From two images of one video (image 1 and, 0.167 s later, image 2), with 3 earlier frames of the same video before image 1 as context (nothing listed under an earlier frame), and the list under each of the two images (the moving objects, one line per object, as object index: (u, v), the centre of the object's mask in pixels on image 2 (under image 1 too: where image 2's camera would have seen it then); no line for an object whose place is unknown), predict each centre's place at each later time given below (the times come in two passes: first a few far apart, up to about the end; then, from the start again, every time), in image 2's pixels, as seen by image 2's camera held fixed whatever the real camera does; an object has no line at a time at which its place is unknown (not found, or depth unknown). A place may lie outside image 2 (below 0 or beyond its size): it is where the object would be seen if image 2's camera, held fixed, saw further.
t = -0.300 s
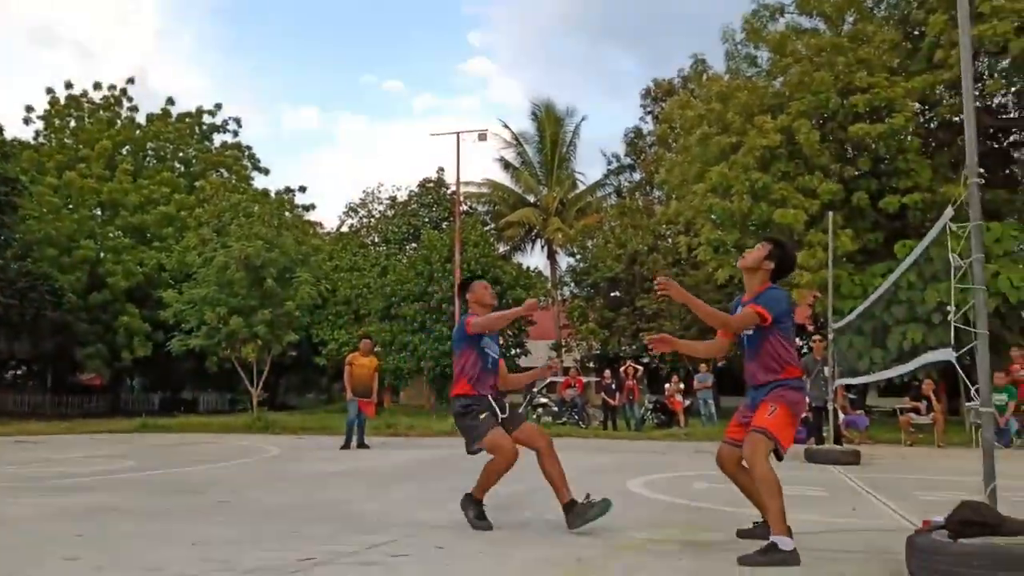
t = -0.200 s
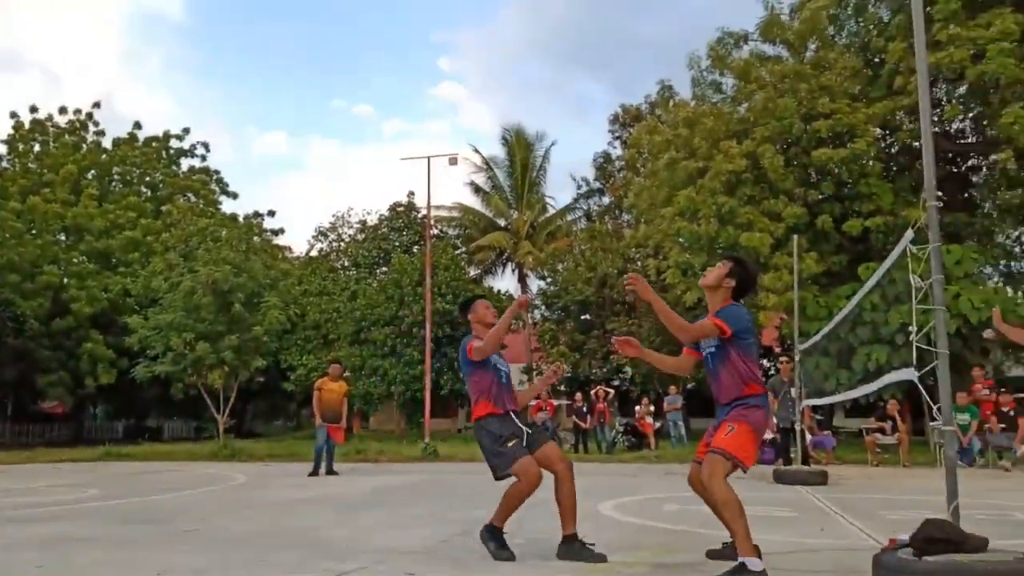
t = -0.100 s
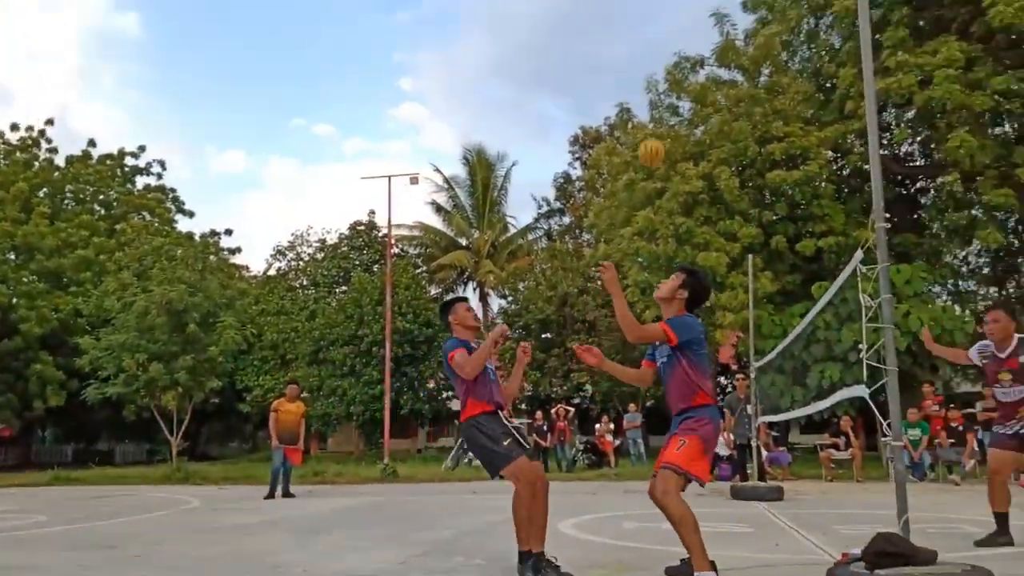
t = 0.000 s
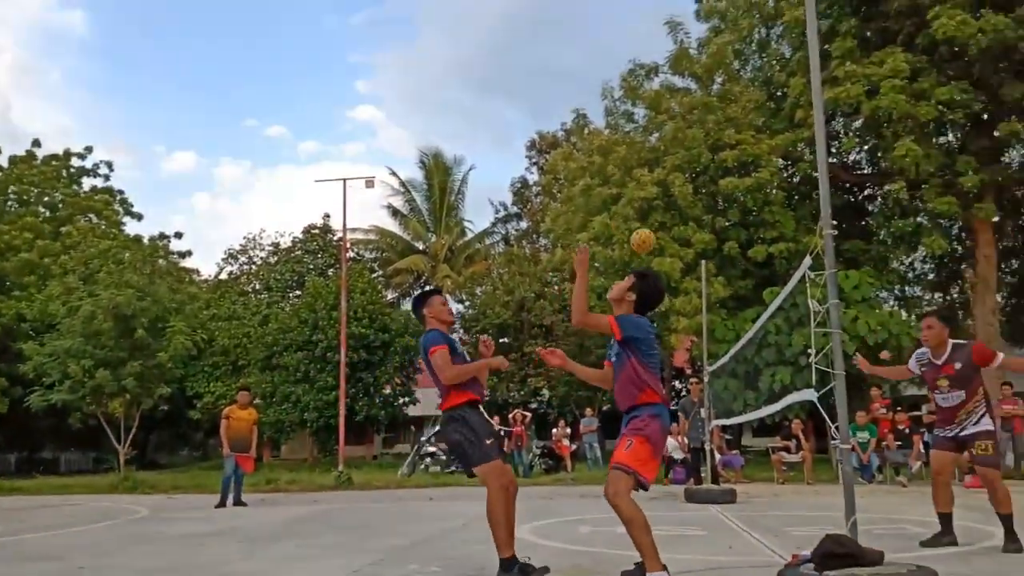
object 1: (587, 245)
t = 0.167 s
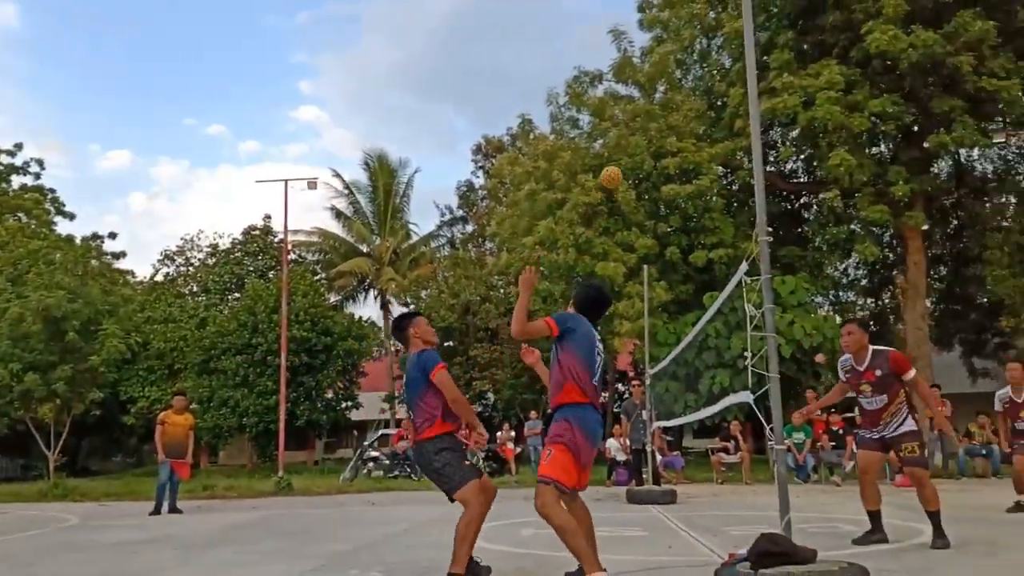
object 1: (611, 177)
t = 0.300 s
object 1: (628, 162)
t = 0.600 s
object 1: (663, 217)
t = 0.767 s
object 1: (681, 286)
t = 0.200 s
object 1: (615, 170)
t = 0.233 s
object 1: (620, 166)
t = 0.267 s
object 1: (624, 164)
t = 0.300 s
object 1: (628, 162)
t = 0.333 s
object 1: (633, 163)
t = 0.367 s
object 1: (637, 165)
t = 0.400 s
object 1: (641, 169)
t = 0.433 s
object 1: (645, 174)
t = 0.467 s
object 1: (649, 180)
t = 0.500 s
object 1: (652, 188)
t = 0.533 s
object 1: (656, 197)
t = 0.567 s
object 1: (660, 206)
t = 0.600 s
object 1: (663, 217)
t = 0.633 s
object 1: (667, 229)
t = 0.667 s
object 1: (671, 241)
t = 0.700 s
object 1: (674, 255)
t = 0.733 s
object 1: (677, 270)
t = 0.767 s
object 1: (681, 286)
